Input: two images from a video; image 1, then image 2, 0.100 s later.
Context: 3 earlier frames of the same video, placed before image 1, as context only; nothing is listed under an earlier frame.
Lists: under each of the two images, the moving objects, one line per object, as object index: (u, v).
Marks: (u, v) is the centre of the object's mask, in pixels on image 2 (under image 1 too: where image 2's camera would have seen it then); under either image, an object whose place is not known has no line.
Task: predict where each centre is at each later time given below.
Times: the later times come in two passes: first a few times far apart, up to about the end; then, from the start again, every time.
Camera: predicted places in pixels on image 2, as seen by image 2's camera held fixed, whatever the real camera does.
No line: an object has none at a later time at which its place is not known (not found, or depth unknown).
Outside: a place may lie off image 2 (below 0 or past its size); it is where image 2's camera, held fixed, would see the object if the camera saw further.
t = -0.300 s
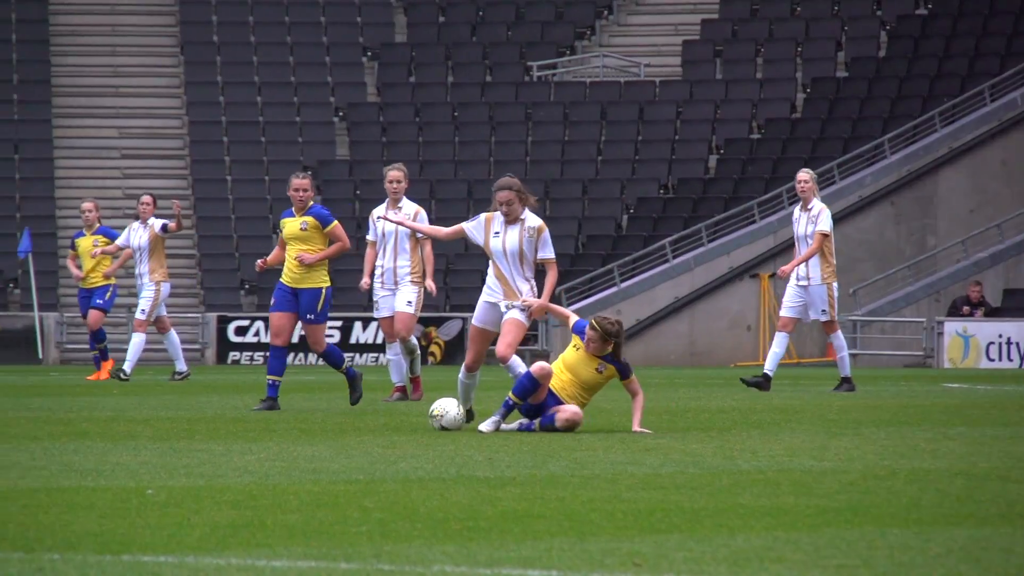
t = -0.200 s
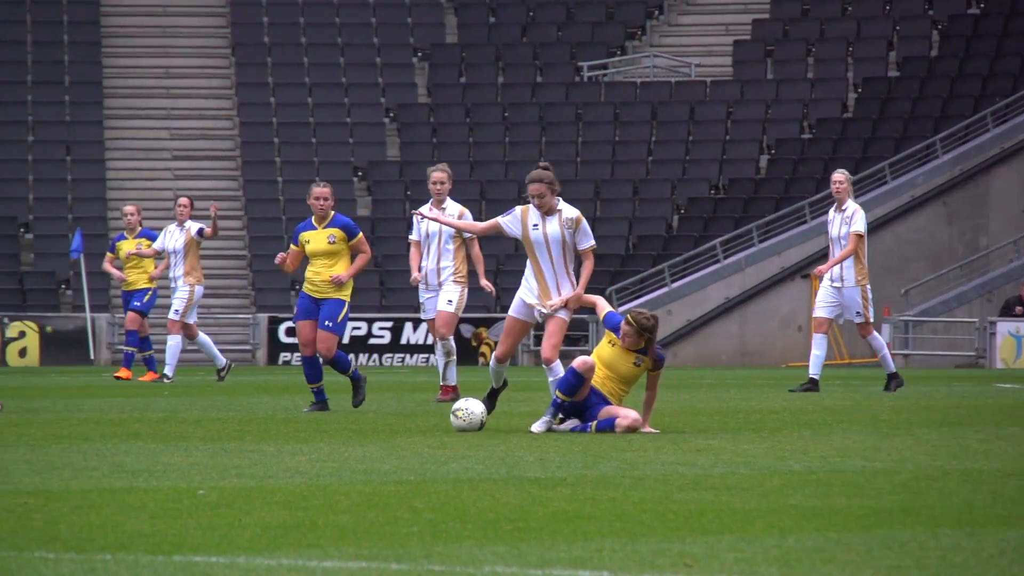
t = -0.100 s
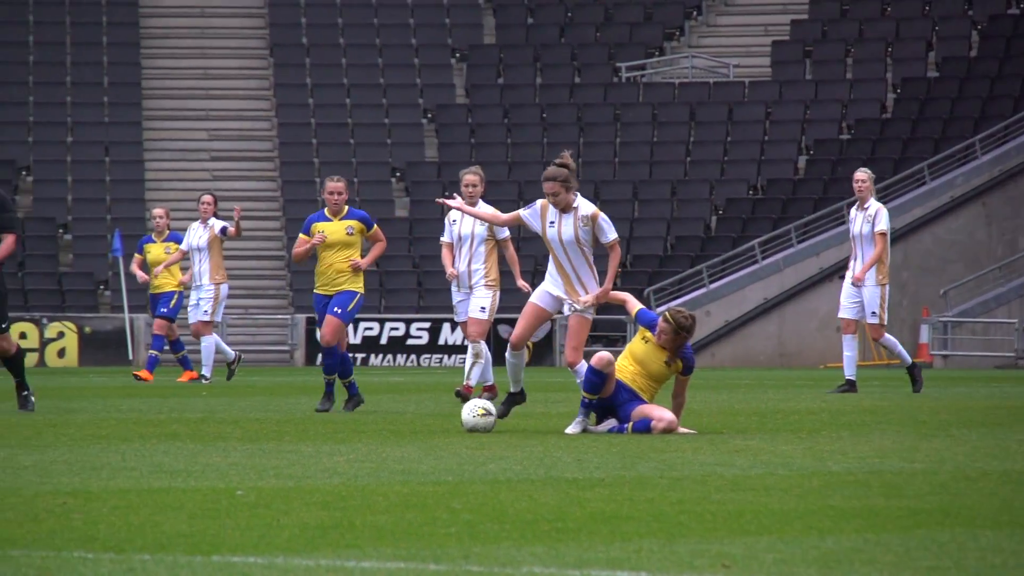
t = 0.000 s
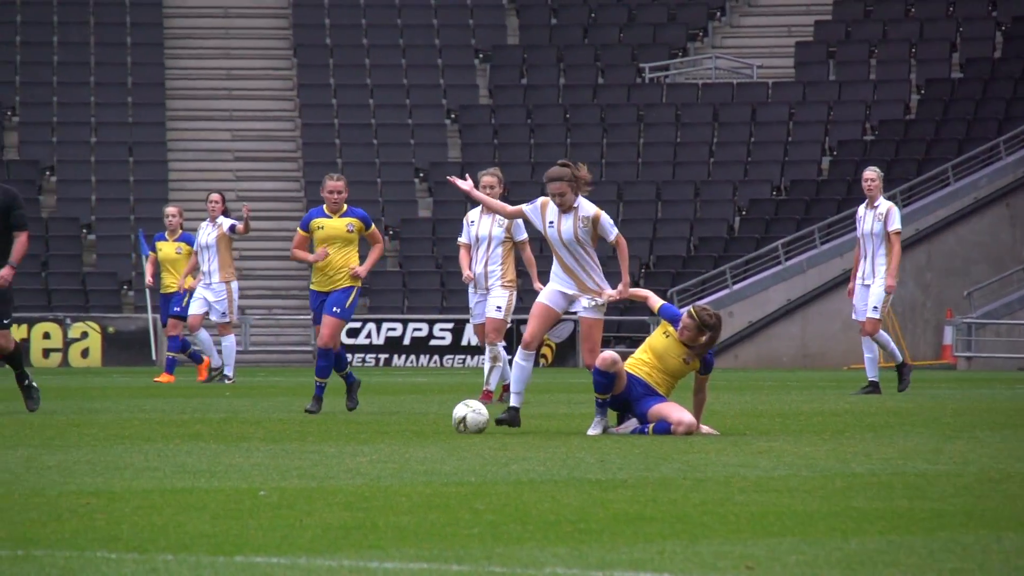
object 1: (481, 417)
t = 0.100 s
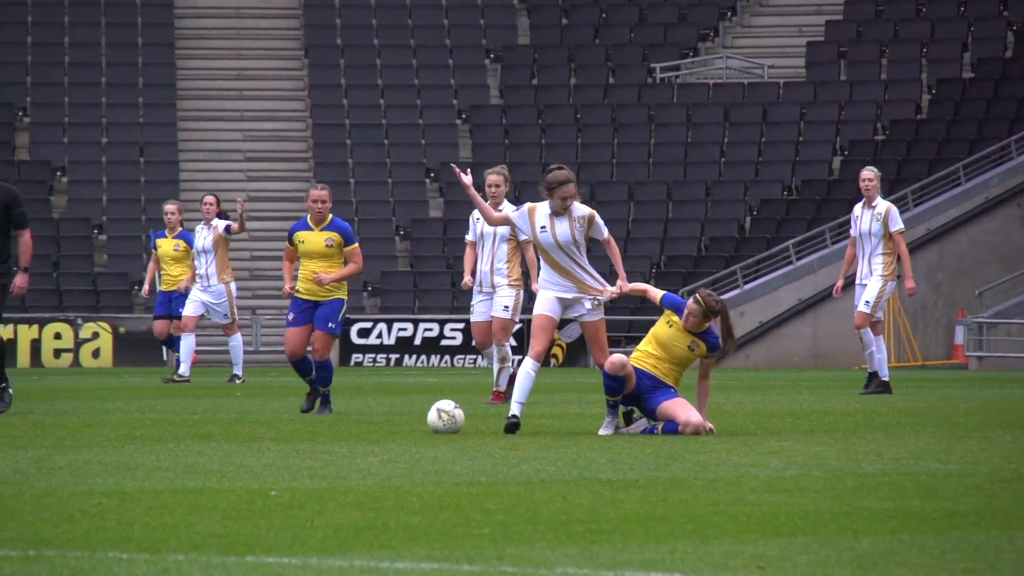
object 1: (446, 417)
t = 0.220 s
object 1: (404, 417)
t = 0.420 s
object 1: (338, 417)
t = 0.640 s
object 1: (268, 418)
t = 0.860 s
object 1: (200, 418)
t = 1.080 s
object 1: (140, 419)
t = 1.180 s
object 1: (121, 420)
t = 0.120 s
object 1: (439, 417)
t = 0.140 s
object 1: (432, 417)
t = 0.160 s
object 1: (425, 417)
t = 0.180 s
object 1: (418, 416)
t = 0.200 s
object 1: (411, 417)
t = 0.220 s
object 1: (404, 417)
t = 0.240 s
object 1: (397, 417)
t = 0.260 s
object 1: (391, 417)
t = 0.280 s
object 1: (384, 417)
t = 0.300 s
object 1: (377, 417)
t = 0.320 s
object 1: (370, 418)
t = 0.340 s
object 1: (364, 417)
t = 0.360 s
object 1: (357, 418)
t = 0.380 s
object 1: (351, 417)
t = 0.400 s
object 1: (344, 417)
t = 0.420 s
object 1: (338, 417)
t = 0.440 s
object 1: (331, 417)
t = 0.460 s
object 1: (325, 418)
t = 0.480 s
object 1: (319, 418)
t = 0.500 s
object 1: (312, 417)
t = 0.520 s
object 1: (305, 417)
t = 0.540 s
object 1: (299, 417)
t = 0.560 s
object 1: (293, 417)
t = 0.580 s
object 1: (287, 418)
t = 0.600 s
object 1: (280, 418)
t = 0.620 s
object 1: (274, 418)
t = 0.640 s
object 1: (268, 418)
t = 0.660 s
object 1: (261, 418)
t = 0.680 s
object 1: (255, 418)
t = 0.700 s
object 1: (249, 418)
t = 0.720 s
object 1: (243, 418)
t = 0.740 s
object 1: (237, 418)
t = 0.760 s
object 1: (231, 417)
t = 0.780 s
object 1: (224, 418)
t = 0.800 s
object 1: (218, 419)
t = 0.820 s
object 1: (212, 418)
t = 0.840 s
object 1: (207, 418)
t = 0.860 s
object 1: (200, 418)
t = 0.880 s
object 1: (194, 418)
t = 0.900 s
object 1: (189, 418)
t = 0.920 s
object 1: (183, 419)
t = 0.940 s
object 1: (177, 418)
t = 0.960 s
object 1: (171, 418)
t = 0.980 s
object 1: (165, 418)
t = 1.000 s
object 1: (160, 418)
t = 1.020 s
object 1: (154, 418)
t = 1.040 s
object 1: (147, 419)
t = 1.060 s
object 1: (143, 419)
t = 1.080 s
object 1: (140, 419)
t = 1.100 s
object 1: (134, 419)
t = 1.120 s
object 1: (130, 420)
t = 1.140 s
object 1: (126, 419)
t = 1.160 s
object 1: (122, 420)
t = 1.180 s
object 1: (121, 420)
